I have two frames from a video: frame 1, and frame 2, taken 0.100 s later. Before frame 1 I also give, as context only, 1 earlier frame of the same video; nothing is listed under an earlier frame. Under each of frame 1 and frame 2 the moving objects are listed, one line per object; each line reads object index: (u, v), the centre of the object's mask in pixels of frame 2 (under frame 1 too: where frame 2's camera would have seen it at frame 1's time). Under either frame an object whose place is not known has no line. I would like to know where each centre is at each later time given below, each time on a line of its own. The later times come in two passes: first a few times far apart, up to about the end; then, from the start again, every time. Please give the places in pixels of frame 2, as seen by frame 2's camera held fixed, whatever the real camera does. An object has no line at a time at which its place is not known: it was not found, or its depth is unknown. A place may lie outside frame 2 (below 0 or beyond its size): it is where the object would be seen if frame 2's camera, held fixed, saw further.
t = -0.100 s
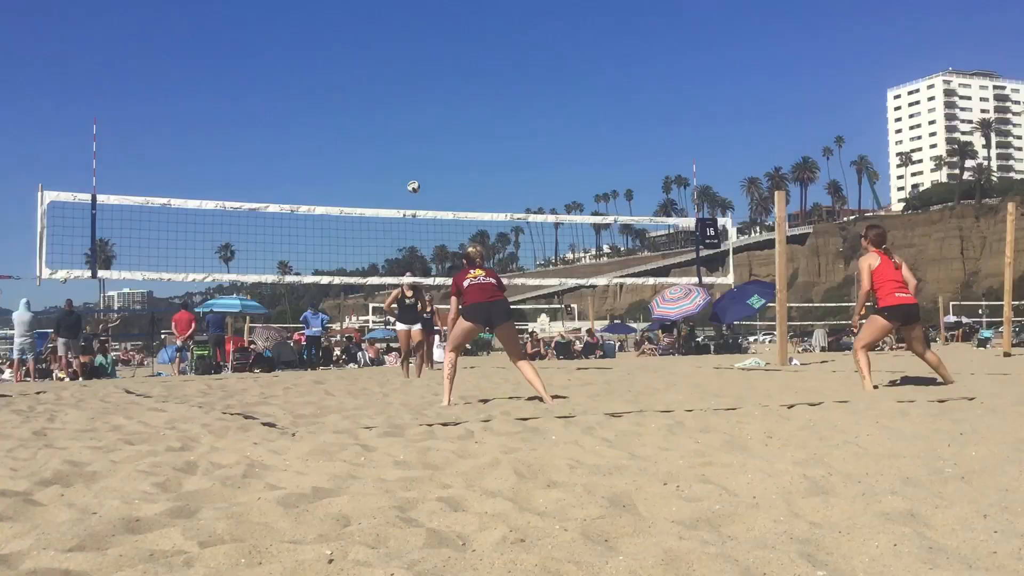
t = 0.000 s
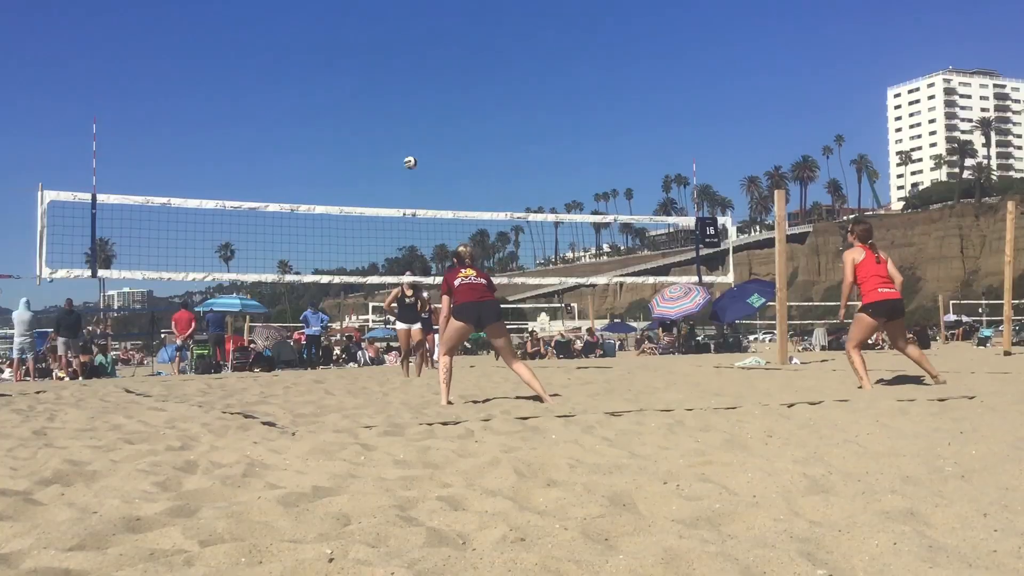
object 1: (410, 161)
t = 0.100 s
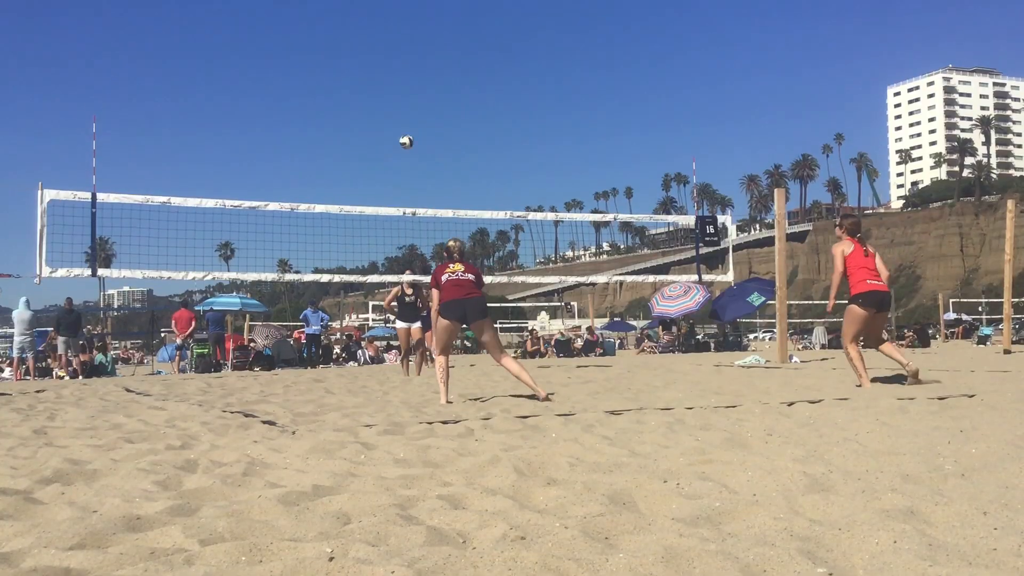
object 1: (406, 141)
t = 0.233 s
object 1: (403, 124)
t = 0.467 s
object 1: (397, 120)
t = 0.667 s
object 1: (389, 153)
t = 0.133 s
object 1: (405, 136)
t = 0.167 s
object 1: (404, 131)
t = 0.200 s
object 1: (404, 127)
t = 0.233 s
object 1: (403, 124)
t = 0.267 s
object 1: (402, 121)
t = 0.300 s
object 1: (401, 119)
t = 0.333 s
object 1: (400, 118)
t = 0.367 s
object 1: (400, 117)
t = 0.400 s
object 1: (399, 117)
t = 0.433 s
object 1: (398, 118)
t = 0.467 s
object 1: (397, 120)
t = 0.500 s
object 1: (396, 122)
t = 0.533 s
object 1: (395, 126)
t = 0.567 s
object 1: (393, 130)
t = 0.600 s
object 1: (392, 137)
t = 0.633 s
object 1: (390, 144)
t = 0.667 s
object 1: (389, 153)
